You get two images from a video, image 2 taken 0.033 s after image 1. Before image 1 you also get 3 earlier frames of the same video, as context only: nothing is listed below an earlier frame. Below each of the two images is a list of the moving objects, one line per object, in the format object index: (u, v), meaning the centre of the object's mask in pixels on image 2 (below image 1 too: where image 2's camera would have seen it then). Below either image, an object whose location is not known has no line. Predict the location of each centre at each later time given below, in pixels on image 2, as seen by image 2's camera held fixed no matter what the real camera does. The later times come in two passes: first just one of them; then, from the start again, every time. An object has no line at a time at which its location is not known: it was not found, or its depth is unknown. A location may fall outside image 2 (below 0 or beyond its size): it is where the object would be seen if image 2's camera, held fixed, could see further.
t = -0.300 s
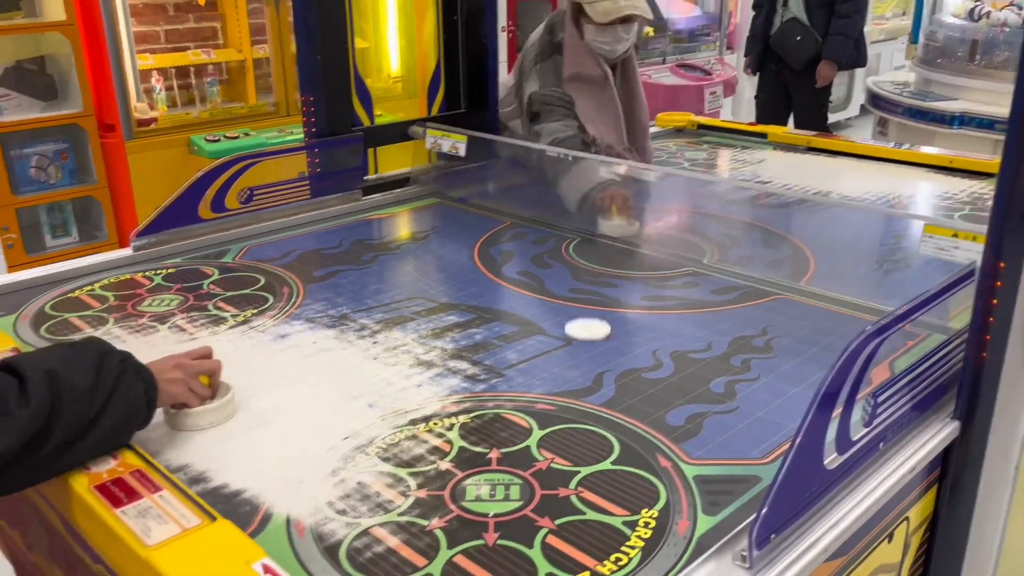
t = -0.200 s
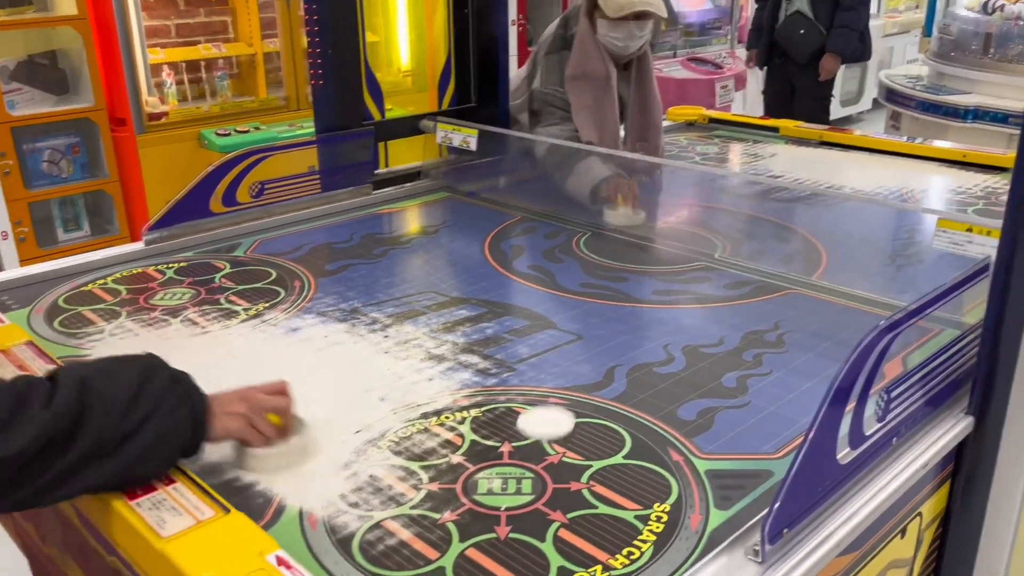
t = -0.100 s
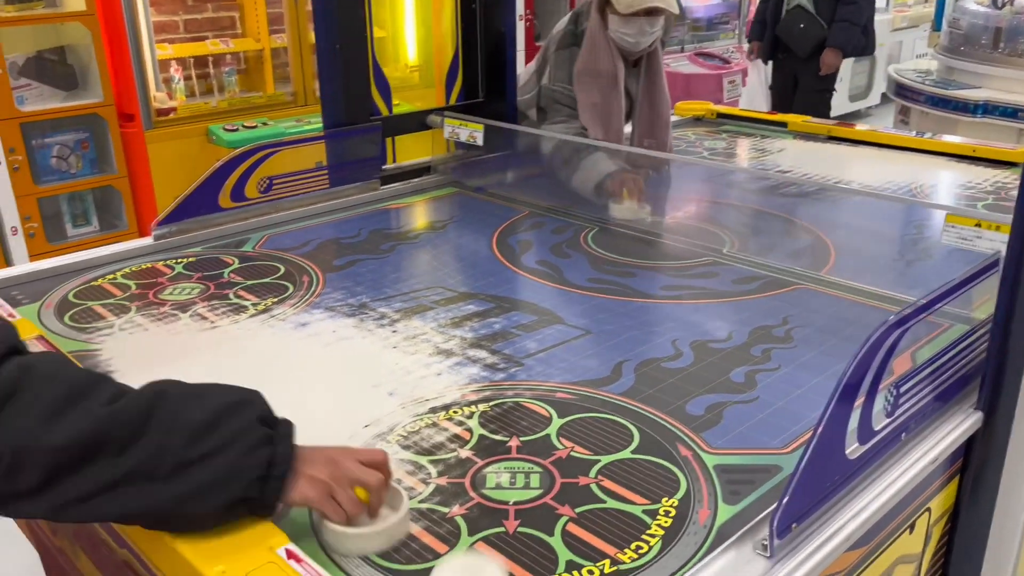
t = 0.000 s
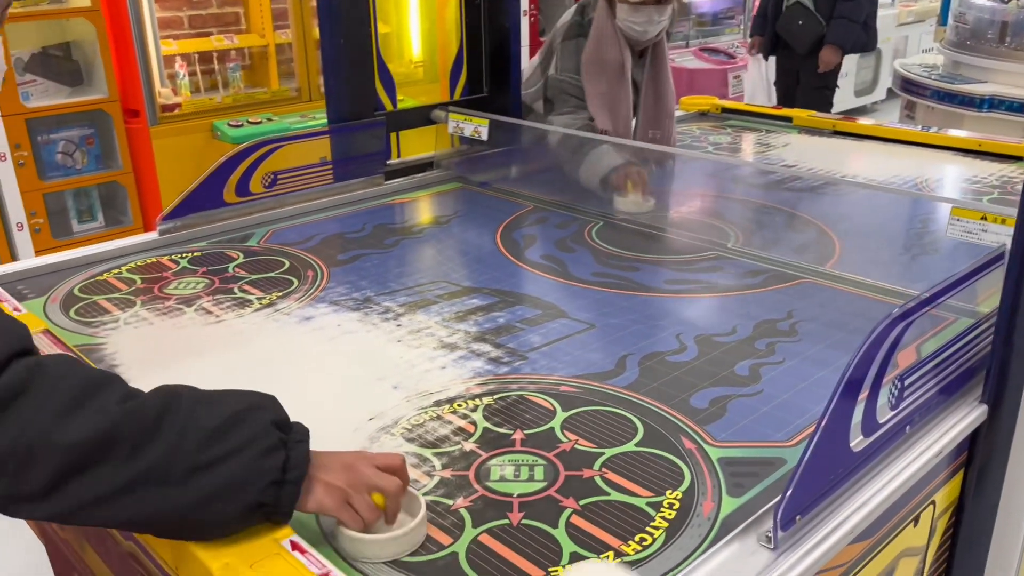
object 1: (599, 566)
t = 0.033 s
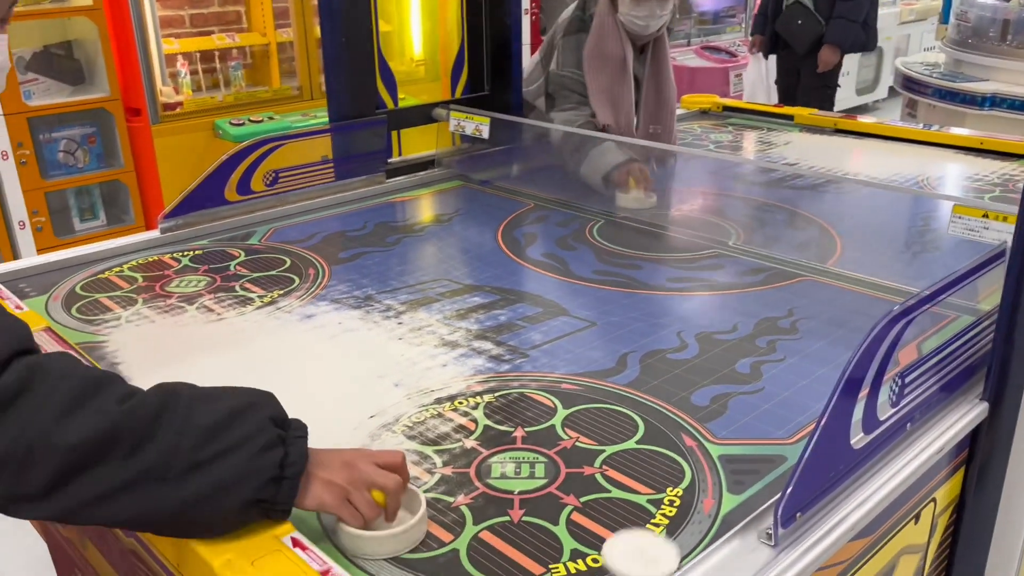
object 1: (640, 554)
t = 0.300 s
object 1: (742, 376)
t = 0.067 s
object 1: (659, 524)
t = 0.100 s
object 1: (675, 495)
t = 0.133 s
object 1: (690, 469)
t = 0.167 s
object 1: (703, 446)
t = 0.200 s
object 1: (714, 425)
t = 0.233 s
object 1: (724, 407)
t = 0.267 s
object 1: (734, 391)
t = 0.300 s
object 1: (742, 376)
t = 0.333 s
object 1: (750, 362)
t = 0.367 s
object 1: (757, 350)
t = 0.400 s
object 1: (763, 339)
